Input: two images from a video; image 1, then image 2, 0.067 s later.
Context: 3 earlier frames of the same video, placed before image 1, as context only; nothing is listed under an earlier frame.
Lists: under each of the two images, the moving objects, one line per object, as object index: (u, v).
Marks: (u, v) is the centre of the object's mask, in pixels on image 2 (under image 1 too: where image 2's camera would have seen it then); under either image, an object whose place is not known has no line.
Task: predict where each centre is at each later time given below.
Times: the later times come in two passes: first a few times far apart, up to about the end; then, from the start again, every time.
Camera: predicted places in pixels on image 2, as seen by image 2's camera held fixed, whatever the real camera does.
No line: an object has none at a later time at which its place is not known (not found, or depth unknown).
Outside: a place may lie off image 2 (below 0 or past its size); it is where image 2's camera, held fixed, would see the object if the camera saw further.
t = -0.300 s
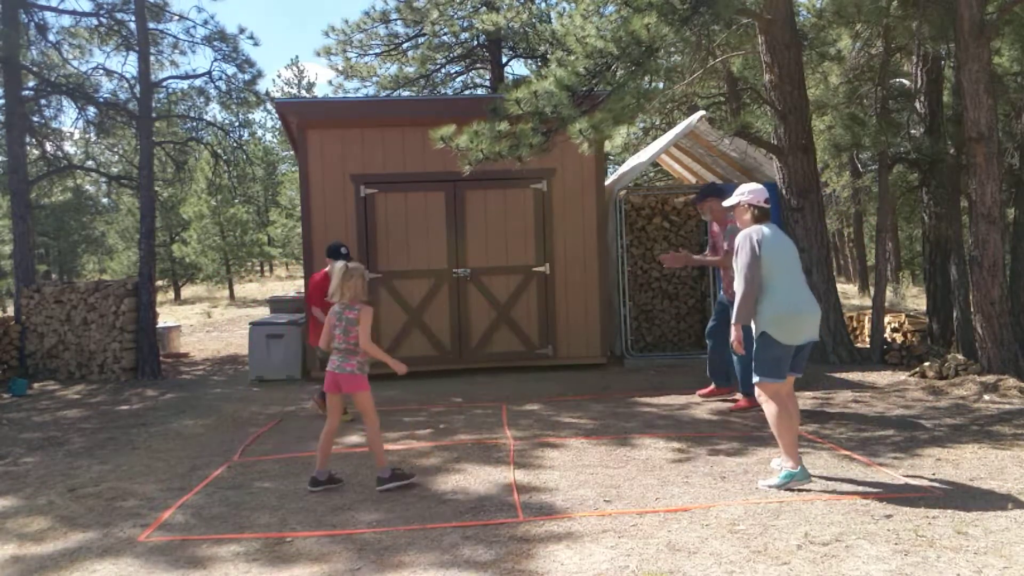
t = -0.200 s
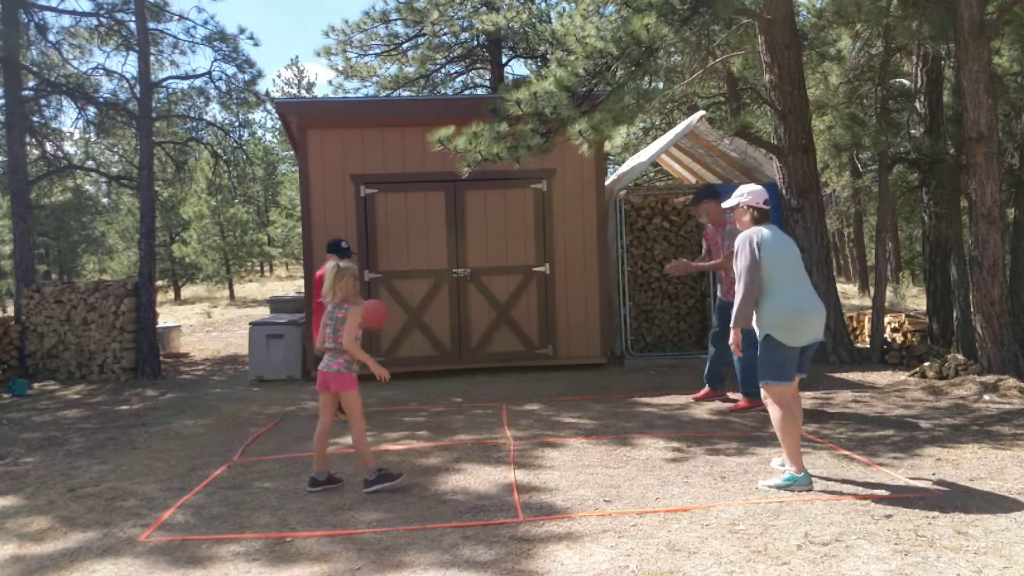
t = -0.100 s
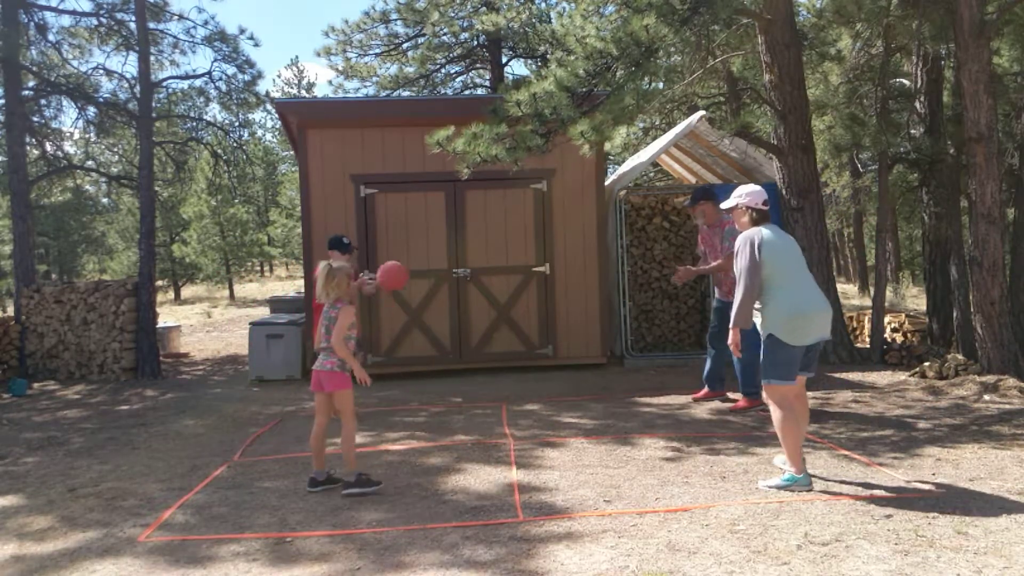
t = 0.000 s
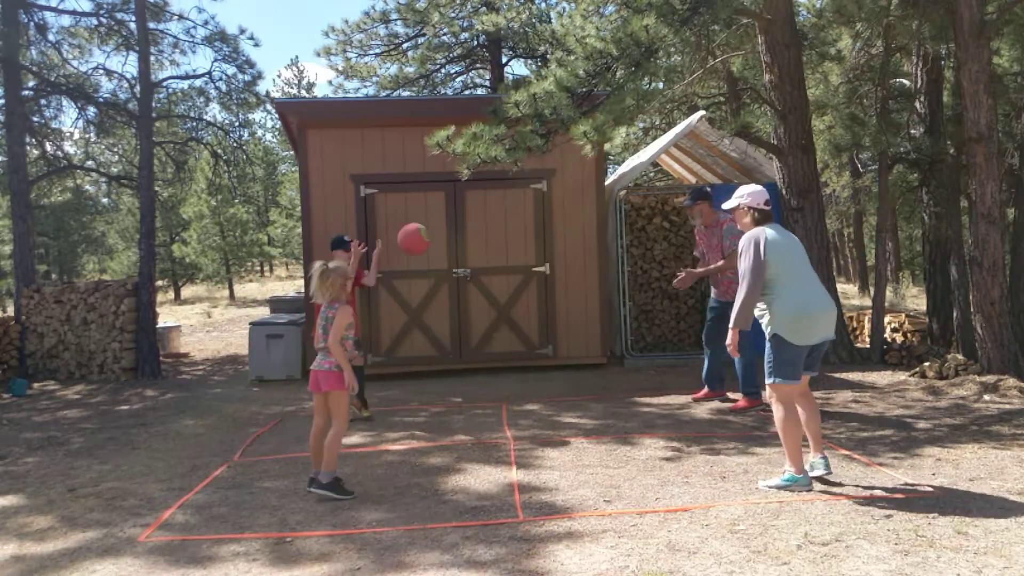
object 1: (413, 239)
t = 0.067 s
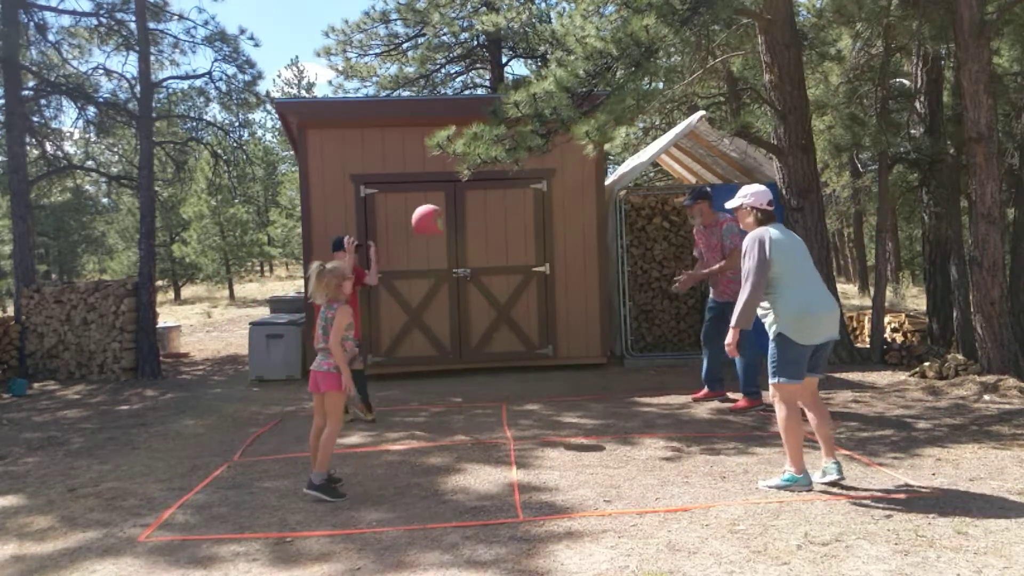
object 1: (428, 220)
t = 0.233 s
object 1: (466, 198)
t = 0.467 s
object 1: (530, 231)
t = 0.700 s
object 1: (604, 357)
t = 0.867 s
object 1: (659, 425)
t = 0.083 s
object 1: (432, 217)
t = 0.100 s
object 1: (436, 213)
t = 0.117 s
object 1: (440, 210)
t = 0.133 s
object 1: (443, 207)
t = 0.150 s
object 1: (448, 205)
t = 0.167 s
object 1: (451, 202)
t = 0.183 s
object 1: (455, 201)
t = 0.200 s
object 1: (458, 200)
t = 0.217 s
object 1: (462, 199)
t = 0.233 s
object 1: (466, 198)
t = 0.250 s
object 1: (471, 198)
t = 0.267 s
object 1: (475, 198)
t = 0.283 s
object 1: (479, 199)
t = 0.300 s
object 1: (483, 199)
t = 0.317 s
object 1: (488, 201)
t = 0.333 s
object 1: (493, 202)
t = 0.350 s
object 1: (497, 205)
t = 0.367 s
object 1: (502, 207)
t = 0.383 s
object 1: (507, 210)
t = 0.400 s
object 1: (511, 213)
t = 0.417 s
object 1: (515, 217)
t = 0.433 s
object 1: (520, 221)
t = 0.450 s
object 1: (525, 226)
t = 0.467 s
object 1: (530, 231)
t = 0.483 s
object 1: (535, 237)
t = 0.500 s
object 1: (540, 243)
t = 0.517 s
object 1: (545, 250)
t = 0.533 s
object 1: (550, 257)
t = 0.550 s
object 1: (555, 265)
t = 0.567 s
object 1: (560, 272)
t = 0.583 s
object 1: (565, 281)
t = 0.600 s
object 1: (570, 291)
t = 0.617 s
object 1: (575, 300)
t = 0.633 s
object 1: (581, 311)
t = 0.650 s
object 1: (587, 321)
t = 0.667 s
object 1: (592, 333)
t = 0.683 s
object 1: (598, 344)
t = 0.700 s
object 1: (604, 357)
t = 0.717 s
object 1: (610, 370)
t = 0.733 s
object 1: (615, 383)
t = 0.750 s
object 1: (621, 397)
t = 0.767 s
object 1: (627, 412)
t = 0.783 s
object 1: (633, 427)
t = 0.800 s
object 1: (639, 443)
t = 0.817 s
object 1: (645, 457)
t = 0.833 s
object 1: (650, 448)
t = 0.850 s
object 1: (654, 436)
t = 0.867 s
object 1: (659, 425)
